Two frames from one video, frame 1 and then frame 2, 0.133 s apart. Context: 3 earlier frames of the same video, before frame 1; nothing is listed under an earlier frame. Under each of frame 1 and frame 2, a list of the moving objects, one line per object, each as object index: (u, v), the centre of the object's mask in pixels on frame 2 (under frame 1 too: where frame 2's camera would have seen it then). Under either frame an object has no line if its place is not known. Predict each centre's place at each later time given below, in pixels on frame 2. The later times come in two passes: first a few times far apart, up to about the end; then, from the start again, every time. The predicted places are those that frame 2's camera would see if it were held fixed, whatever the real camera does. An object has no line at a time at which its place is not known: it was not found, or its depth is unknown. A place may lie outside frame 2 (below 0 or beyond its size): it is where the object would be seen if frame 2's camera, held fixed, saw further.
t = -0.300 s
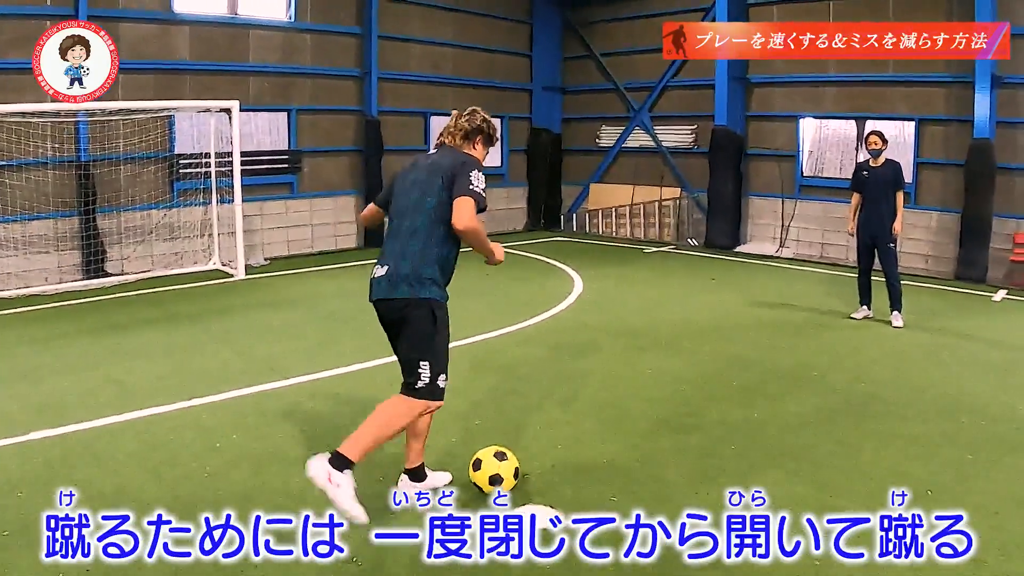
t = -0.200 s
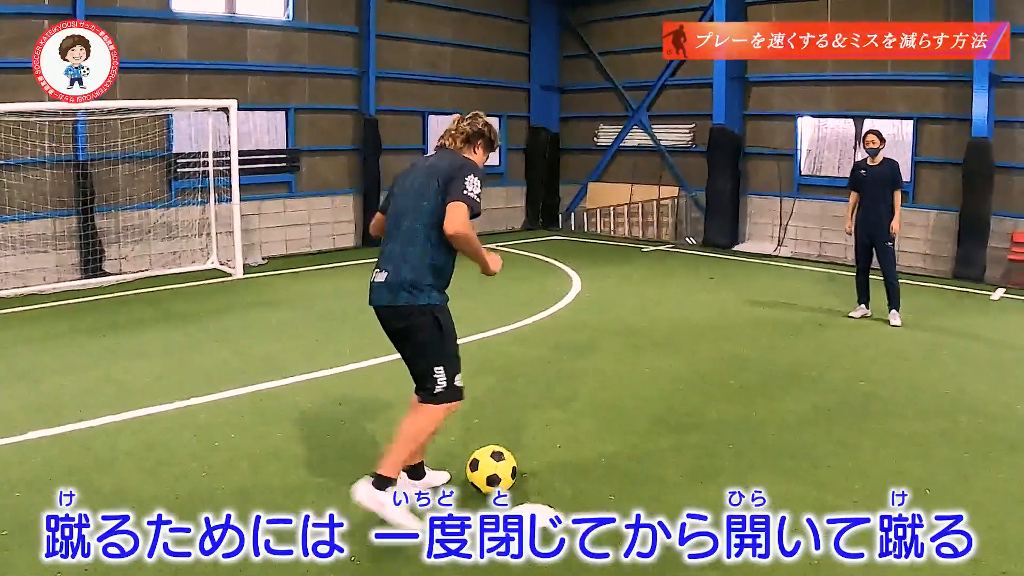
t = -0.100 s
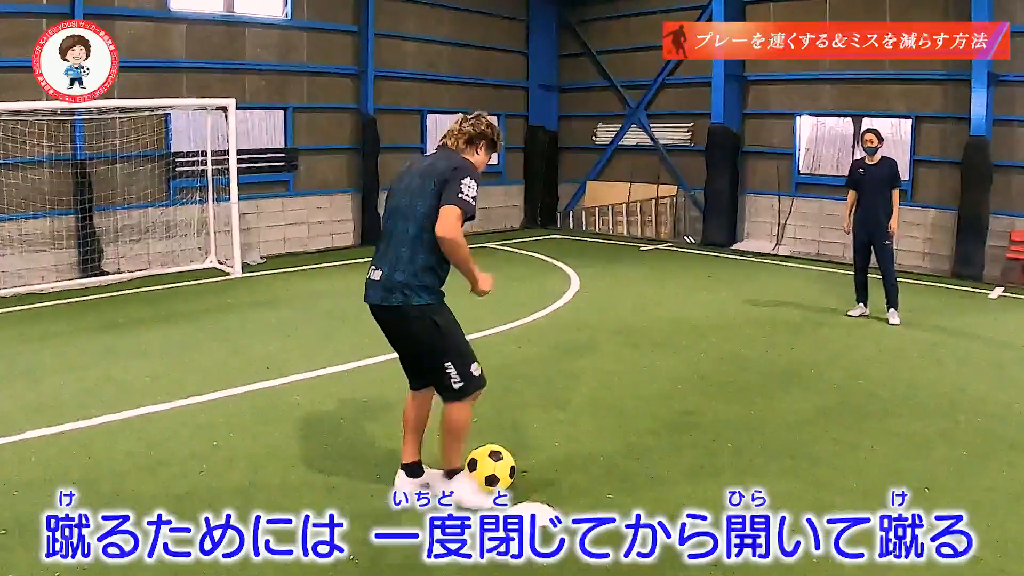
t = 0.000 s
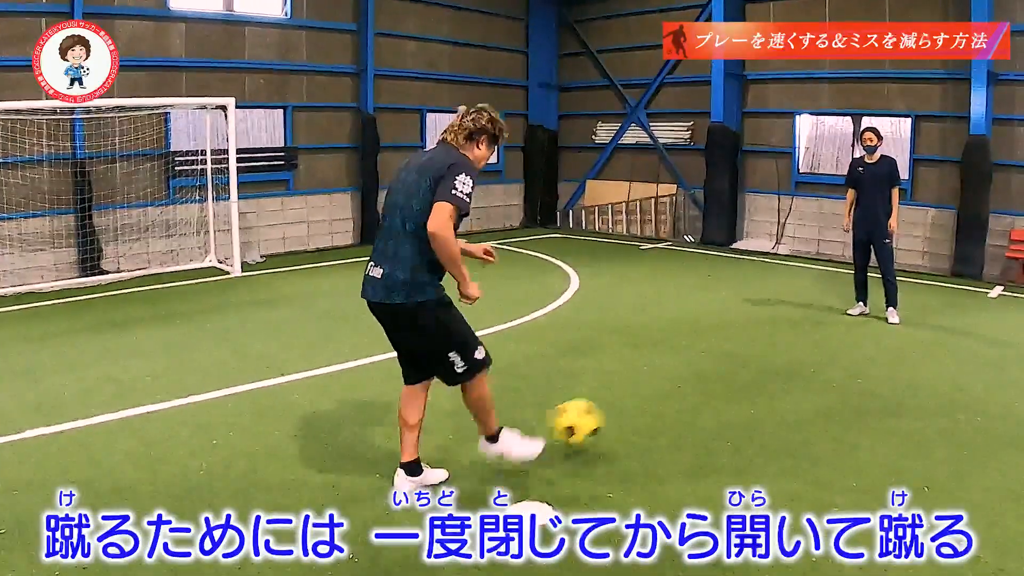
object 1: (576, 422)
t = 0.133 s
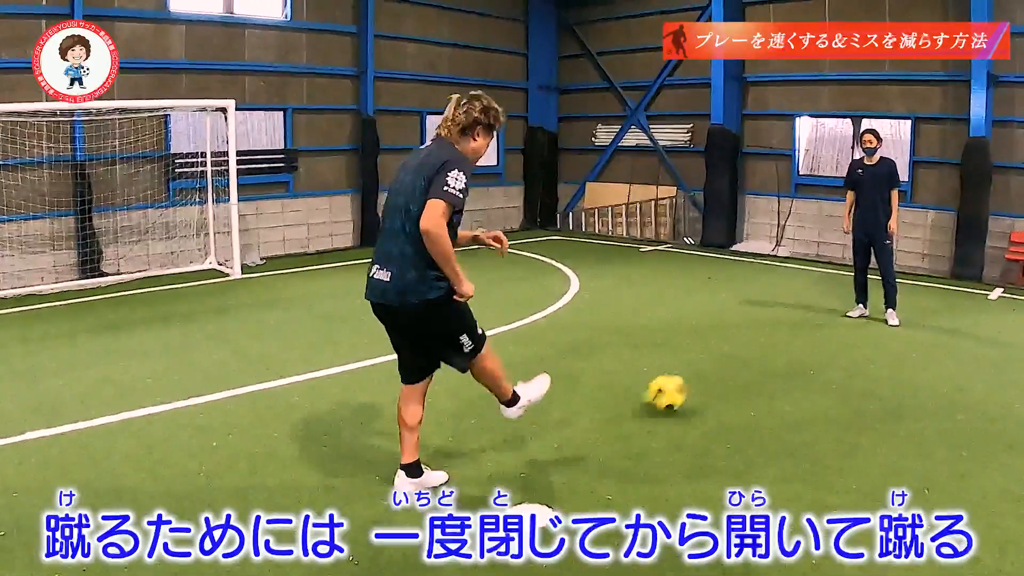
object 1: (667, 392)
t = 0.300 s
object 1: (731, 360)
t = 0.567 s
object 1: (793, 332)
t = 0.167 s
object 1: (682, 382)
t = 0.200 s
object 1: (695, 374)
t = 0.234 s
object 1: (708, 368)
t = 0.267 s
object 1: (720, 362)
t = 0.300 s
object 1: (731, 360)
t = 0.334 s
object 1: (742, 357)
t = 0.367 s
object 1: (750, 351)
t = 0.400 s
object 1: (759, 346)
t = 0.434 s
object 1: (766, 342)
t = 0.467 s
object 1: (773, 340)
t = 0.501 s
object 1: (779, 339)
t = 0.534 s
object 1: (787, 336)
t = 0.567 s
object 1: (793, 332)
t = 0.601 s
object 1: (798, 328)
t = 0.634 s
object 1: (804, 325)
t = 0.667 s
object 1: (810, 324)
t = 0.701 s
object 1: (814, 324)
